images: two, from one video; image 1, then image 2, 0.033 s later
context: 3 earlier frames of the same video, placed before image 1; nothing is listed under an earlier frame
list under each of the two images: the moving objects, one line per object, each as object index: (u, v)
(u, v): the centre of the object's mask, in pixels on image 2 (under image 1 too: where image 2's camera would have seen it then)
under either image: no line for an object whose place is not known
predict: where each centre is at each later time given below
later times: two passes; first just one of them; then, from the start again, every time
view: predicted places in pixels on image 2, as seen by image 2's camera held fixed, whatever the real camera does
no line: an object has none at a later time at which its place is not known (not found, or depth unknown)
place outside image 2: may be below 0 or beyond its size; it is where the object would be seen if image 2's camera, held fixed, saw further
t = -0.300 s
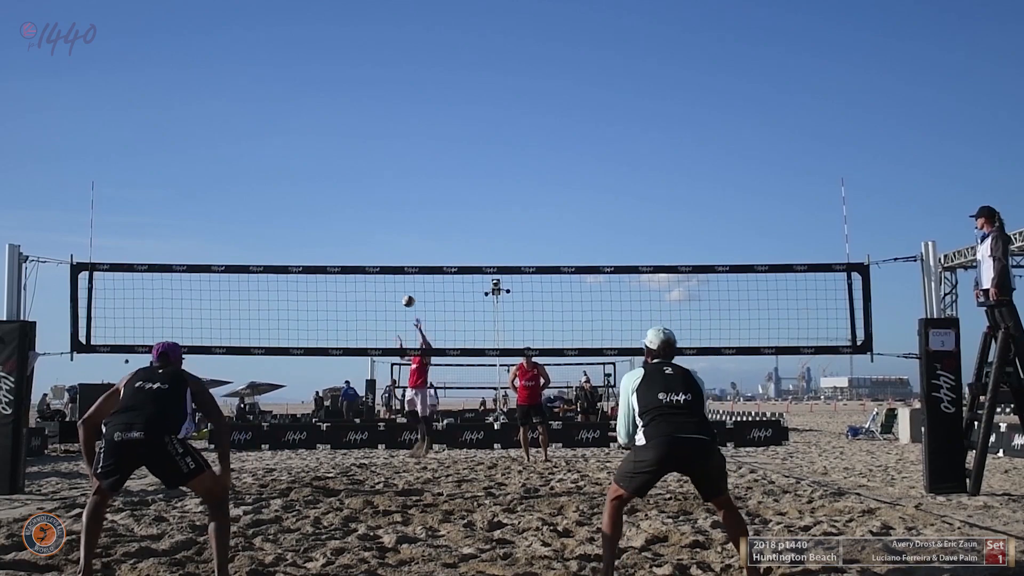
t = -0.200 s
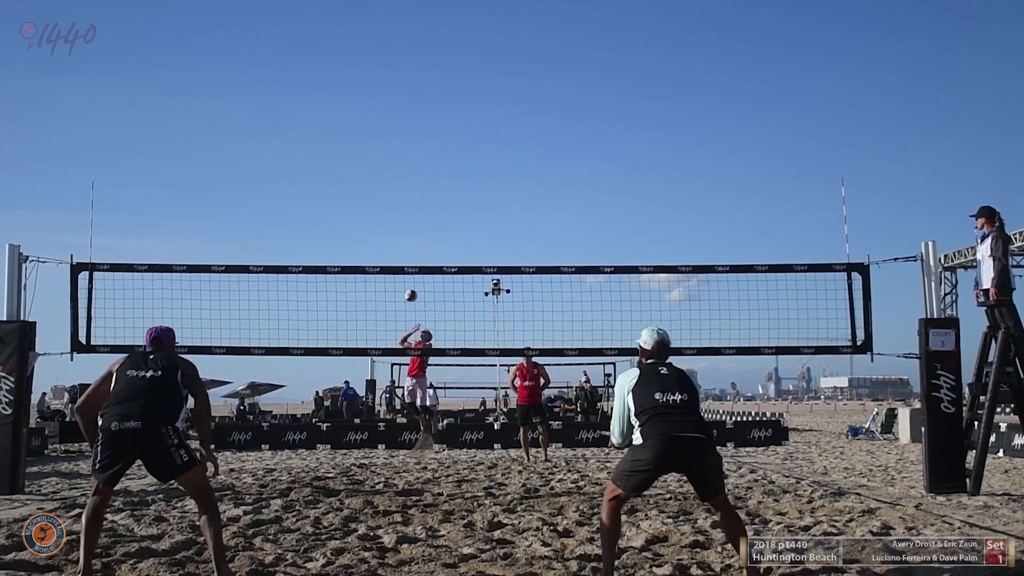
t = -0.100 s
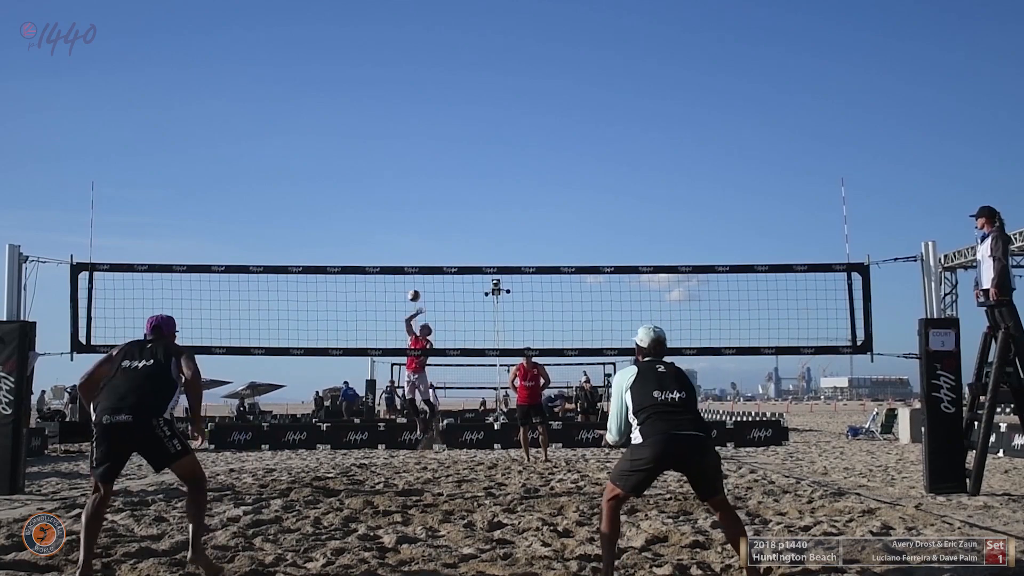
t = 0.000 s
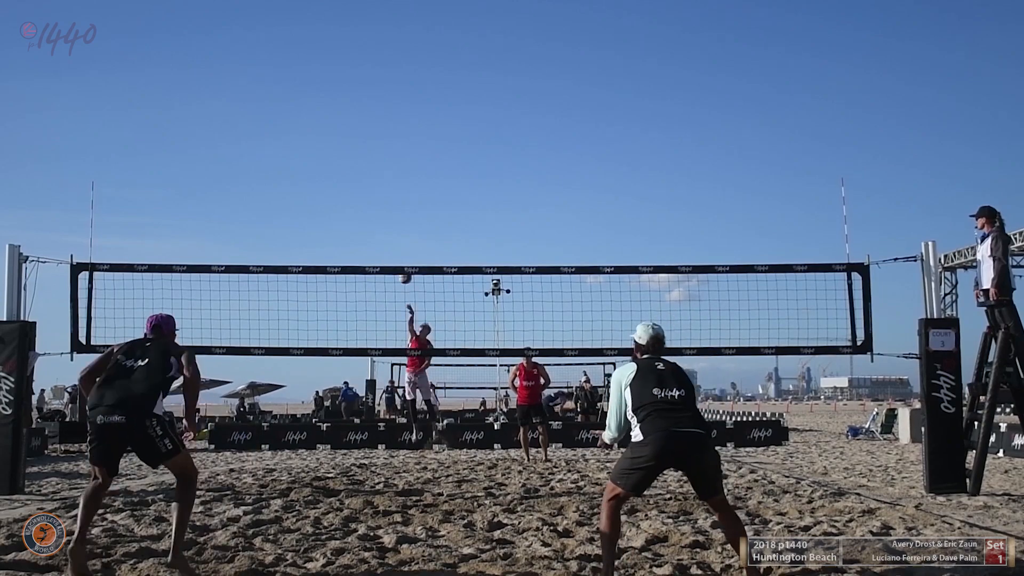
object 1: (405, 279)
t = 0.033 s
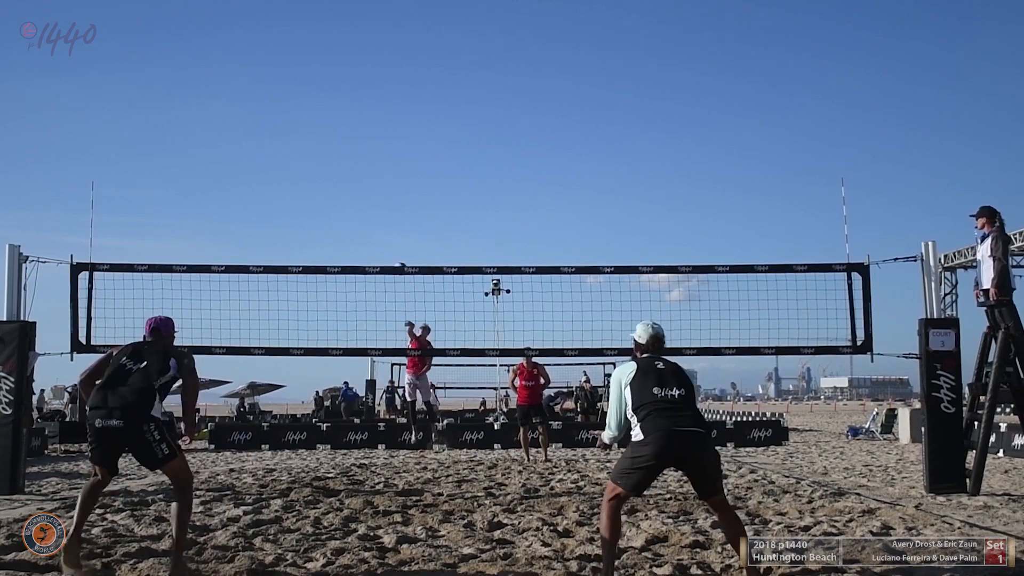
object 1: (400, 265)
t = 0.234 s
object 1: (371, 226)
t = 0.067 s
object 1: (395, 260)
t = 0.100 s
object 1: (391, 253)
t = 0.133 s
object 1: (386, 246)
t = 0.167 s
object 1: (381, 238)
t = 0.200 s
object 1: (376, 232)
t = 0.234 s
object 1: (371, 226)
